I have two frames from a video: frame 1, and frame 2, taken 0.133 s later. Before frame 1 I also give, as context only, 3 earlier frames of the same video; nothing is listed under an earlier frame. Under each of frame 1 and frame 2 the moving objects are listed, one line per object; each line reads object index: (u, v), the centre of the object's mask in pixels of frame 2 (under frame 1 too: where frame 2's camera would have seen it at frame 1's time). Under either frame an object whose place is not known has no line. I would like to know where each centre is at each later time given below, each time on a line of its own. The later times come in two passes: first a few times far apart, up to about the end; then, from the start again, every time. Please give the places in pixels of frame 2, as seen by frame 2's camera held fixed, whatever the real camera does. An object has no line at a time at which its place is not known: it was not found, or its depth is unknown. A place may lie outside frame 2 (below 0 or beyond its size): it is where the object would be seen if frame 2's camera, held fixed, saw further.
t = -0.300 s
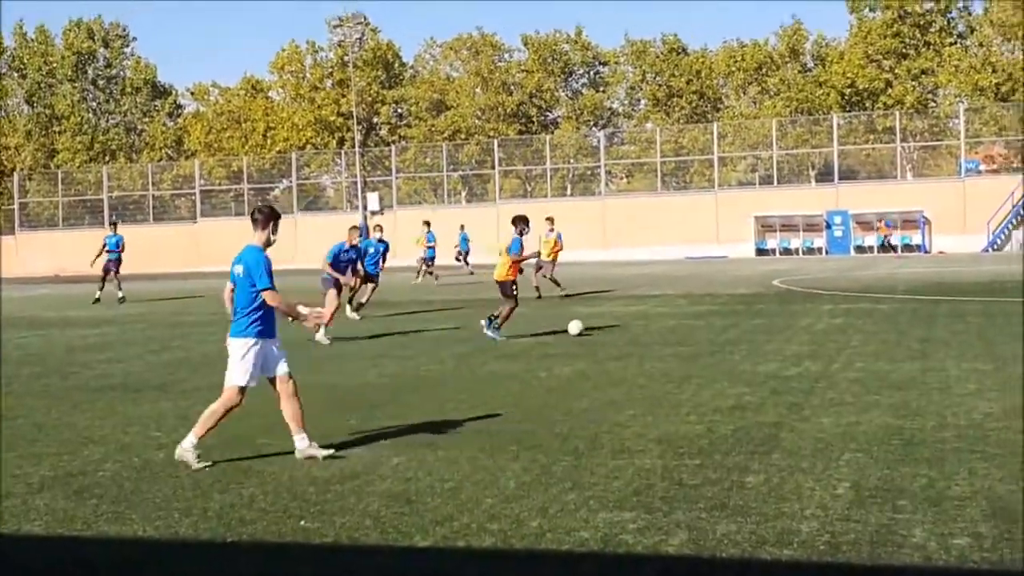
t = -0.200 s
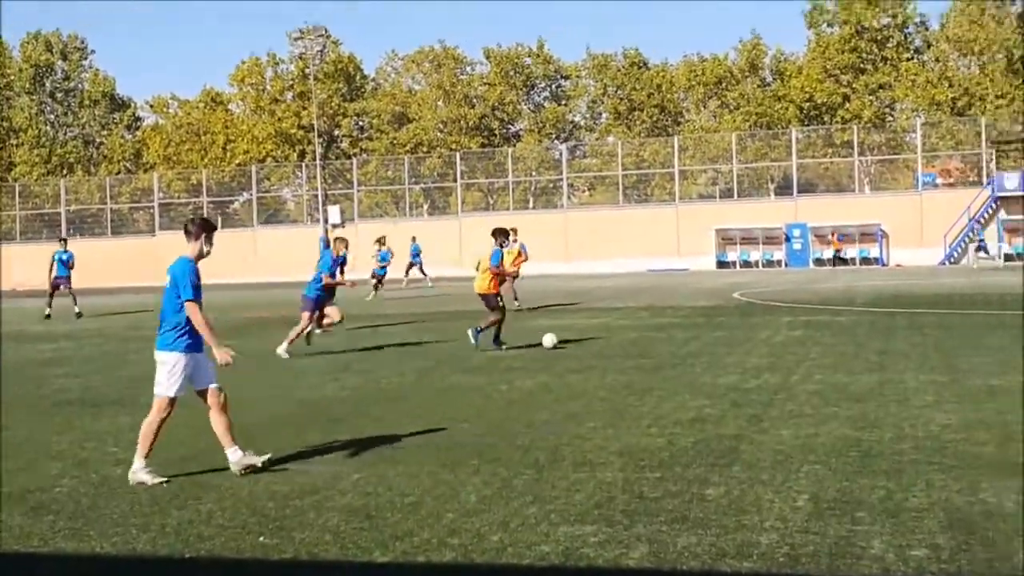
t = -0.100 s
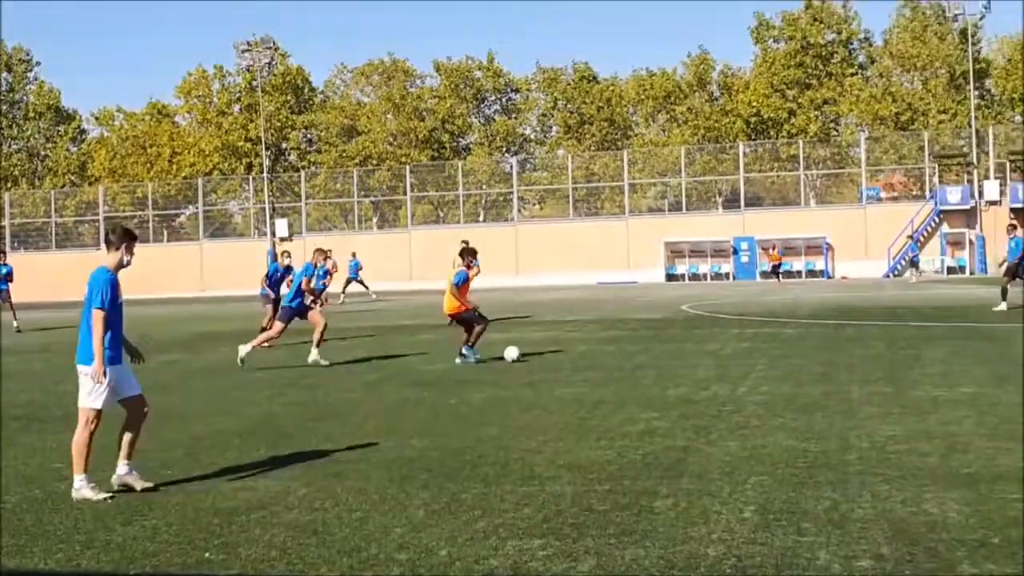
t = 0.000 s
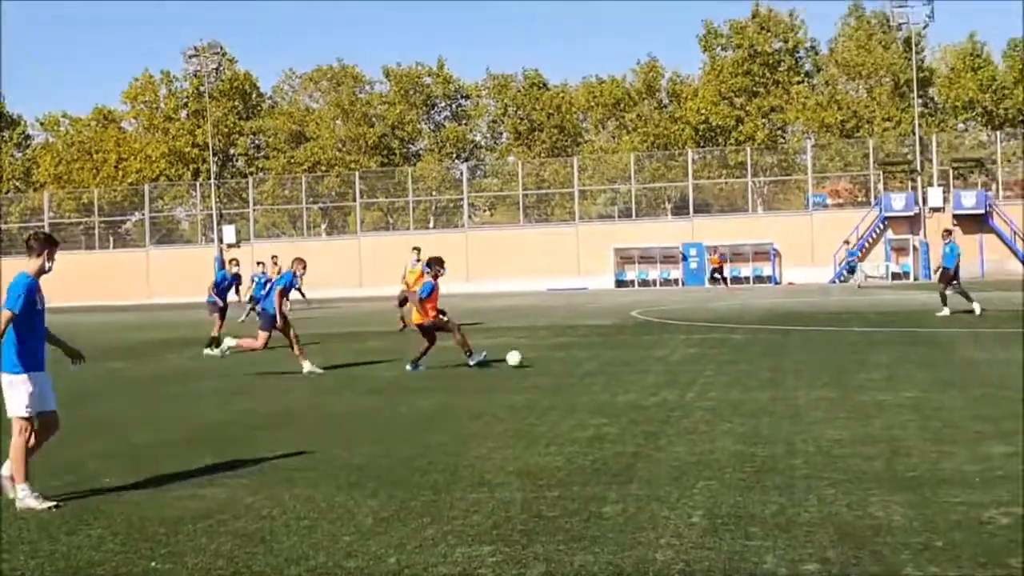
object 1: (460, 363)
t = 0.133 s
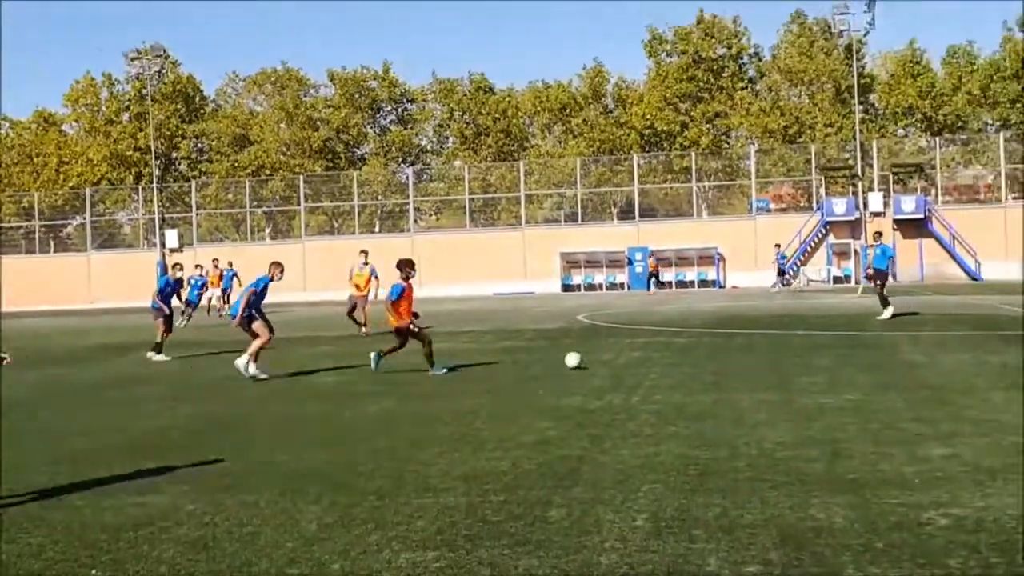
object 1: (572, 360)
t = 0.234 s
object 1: (652, 358)
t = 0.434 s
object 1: (798, 356)
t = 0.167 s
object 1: (600, 360)
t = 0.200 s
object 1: (626, 359)
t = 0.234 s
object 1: (652, 358)
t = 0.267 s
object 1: (677, 357)
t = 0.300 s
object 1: (702, 357)
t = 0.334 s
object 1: (727, 357)
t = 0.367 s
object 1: (750, 356)
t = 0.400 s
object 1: (774, 355)
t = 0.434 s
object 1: (798, 356)
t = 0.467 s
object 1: (820, 356)
